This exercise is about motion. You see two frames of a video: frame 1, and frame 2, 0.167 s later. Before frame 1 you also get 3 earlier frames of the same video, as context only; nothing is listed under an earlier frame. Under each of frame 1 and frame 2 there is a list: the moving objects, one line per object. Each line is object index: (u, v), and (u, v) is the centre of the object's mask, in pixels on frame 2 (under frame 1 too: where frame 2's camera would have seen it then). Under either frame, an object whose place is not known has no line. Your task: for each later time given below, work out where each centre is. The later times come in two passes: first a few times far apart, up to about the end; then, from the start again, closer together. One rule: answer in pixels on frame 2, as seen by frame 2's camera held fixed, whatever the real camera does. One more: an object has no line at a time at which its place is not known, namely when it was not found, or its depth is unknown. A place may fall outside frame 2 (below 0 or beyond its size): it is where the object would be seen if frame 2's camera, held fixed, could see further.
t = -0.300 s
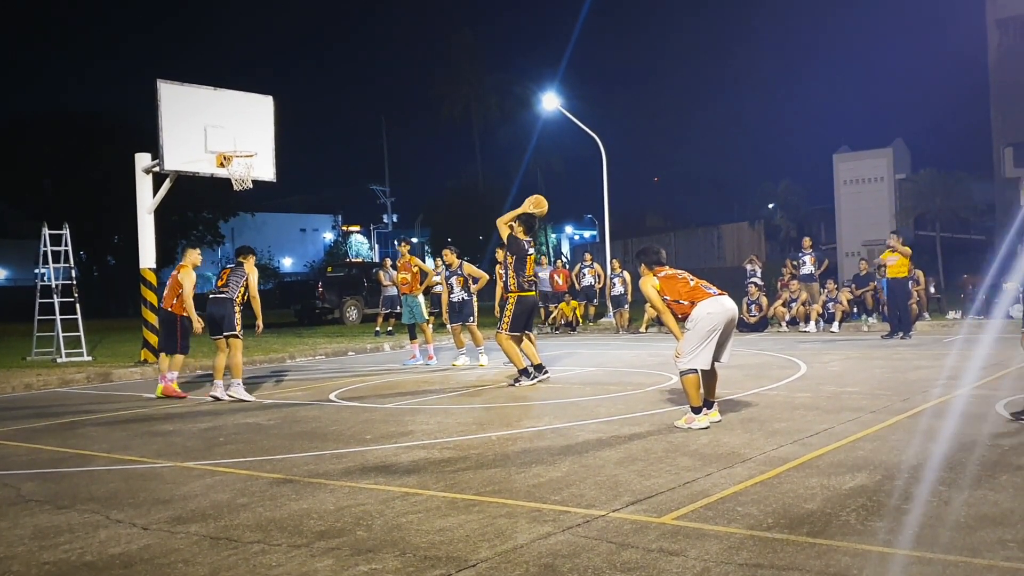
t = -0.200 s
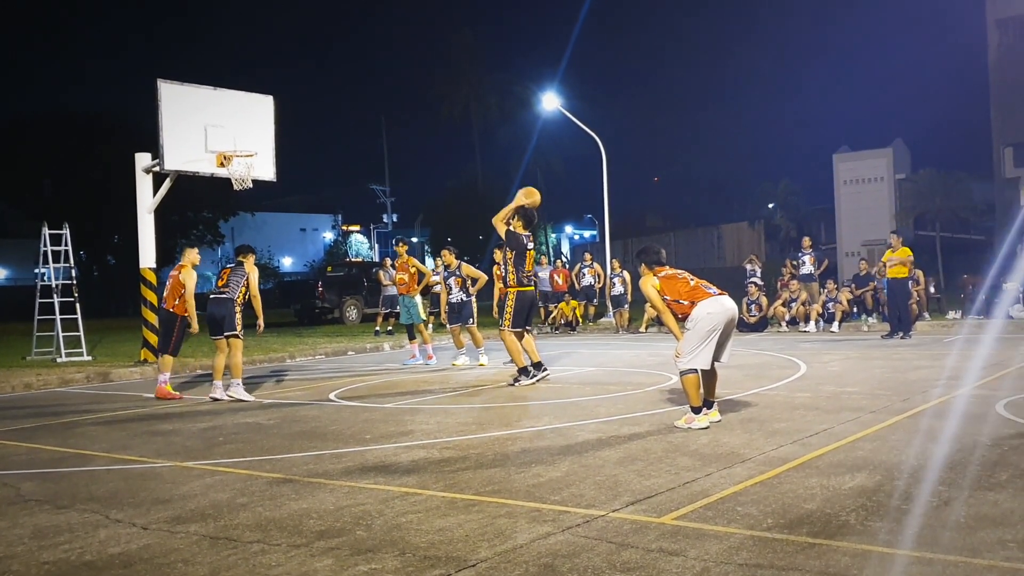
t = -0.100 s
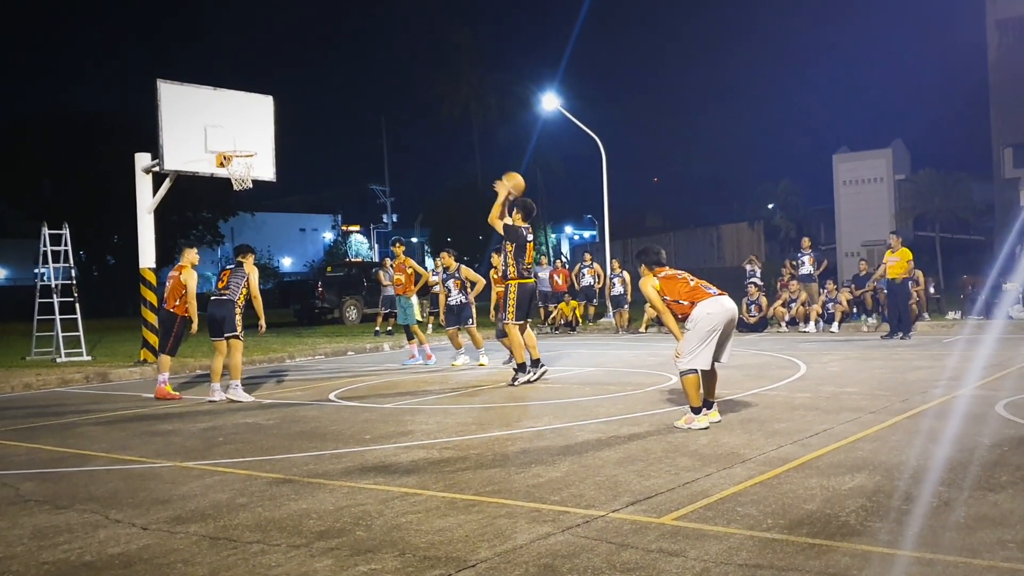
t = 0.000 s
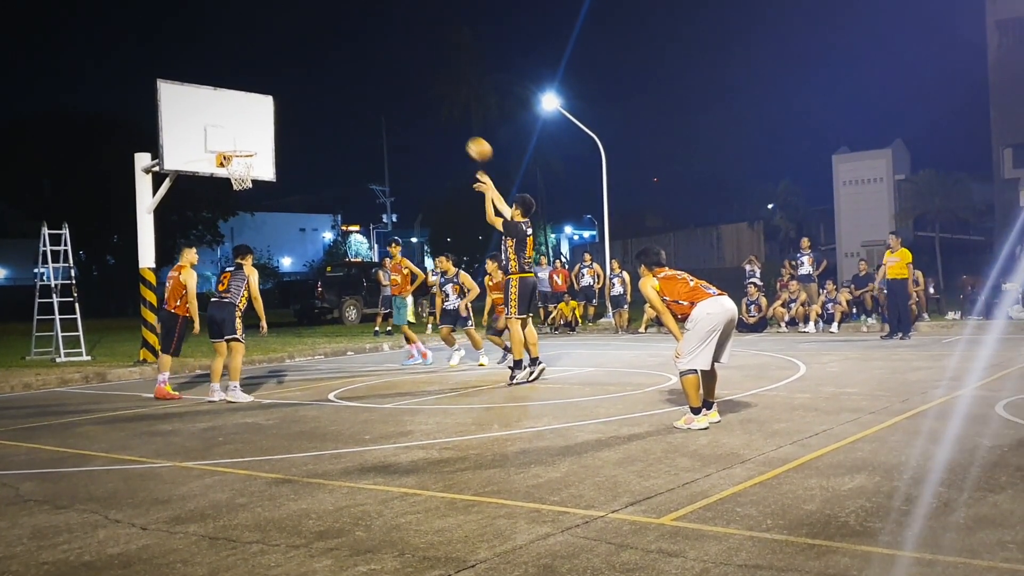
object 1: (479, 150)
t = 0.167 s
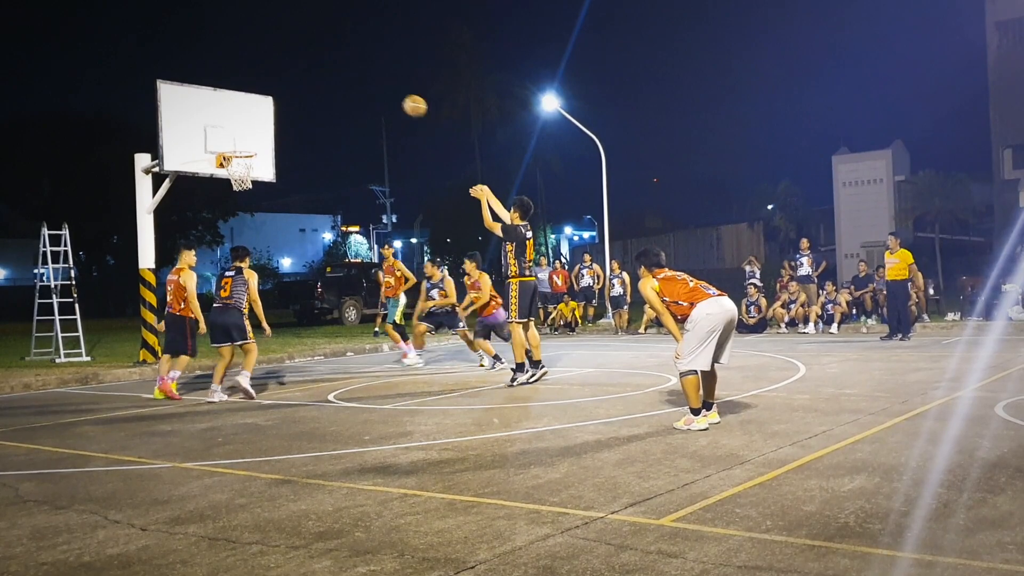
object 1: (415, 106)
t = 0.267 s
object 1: (379, 92)
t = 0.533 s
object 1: (295, 95)
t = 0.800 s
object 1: (227, 147)
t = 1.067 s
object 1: (301, 125)
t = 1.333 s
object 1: (372, 152)
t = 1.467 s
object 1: (407, 183)
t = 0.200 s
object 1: (403, 100)
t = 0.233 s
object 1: (391, 96)
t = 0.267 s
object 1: (379, 92)
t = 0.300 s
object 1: (368, 89)
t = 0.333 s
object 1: (356, 87)
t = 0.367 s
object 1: (345, 86)
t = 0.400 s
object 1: (335, 86)
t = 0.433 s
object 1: (325, 87)
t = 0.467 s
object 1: (314, 89)
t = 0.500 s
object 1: (305, 92)
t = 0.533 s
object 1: (295, 95)
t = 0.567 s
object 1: (286, 99)
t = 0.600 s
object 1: (278, 104)
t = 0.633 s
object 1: (269, 110)
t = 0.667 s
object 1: (259, 117)
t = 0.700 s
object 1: (250, 124)
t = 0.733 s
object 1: (241, 133)
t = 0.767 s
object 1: (233, 141)
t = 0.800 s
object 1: (227, 147)
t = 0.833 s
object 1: (236, 143)
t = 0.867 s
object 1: (245, 138)
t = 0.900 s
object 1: (254, 134)
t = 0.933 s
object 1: (264, 130)
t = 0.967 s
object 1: (275, 127)
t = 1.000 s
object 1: (283, 126)
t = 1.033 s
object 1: (292, 125)
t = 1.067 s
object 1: (301, 125)
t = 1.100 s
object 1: (310, 125)
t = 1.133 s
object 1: (319, 127)
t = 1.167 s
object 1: (328, 129)
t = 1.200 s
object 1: (337, 132)
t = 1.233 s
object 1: (346, 136)
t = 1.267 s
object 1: (355, 140)
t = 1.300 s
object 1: (364, 146)
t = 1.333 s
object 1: (372, 152)
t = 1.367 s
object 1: (381, 158)
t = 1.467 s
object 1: (407, 183)
